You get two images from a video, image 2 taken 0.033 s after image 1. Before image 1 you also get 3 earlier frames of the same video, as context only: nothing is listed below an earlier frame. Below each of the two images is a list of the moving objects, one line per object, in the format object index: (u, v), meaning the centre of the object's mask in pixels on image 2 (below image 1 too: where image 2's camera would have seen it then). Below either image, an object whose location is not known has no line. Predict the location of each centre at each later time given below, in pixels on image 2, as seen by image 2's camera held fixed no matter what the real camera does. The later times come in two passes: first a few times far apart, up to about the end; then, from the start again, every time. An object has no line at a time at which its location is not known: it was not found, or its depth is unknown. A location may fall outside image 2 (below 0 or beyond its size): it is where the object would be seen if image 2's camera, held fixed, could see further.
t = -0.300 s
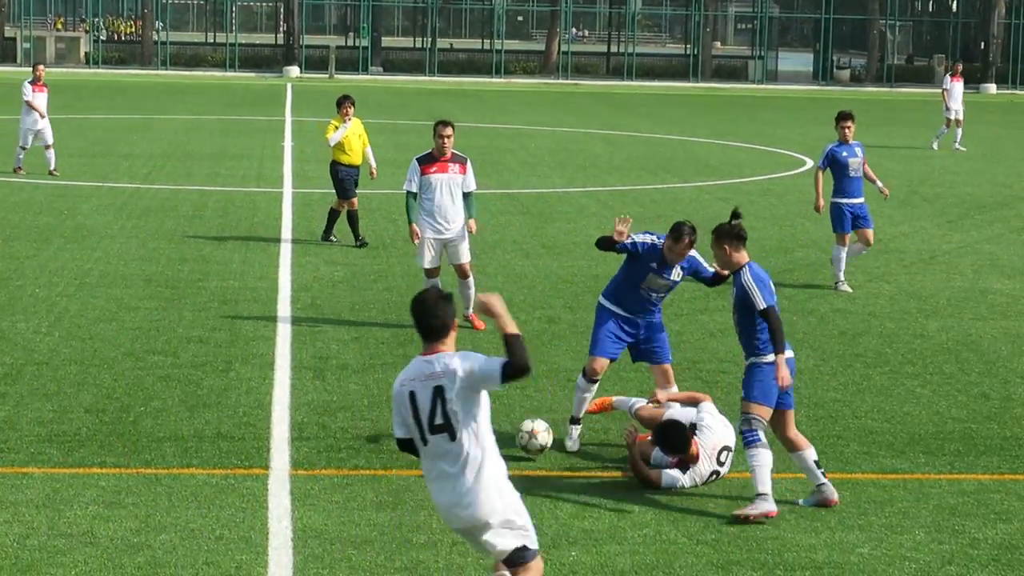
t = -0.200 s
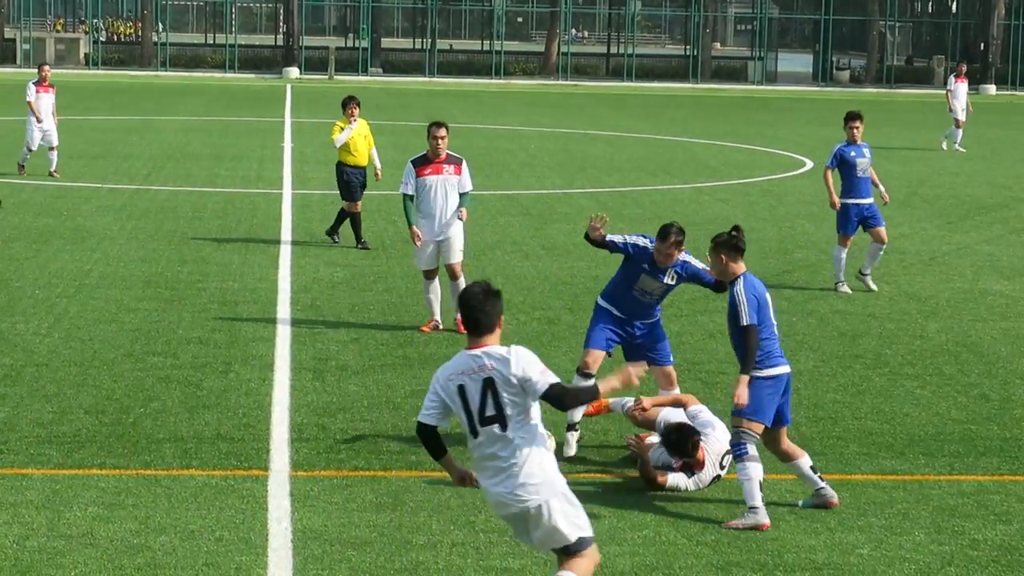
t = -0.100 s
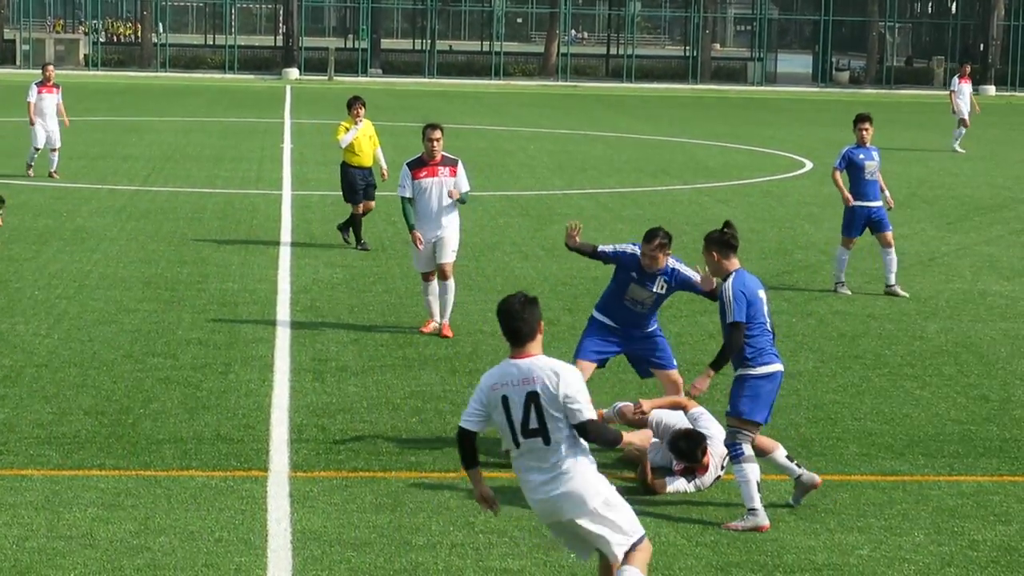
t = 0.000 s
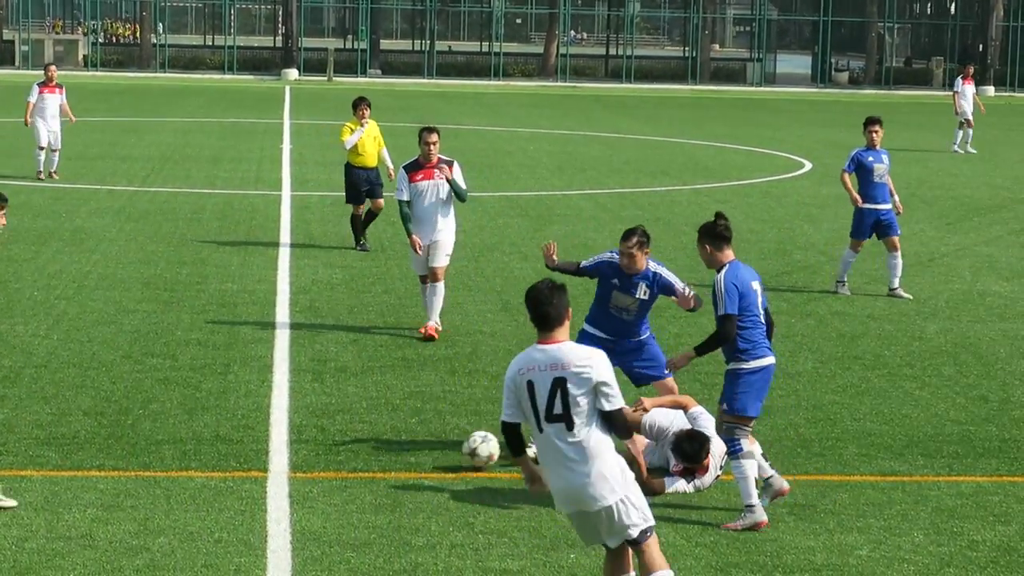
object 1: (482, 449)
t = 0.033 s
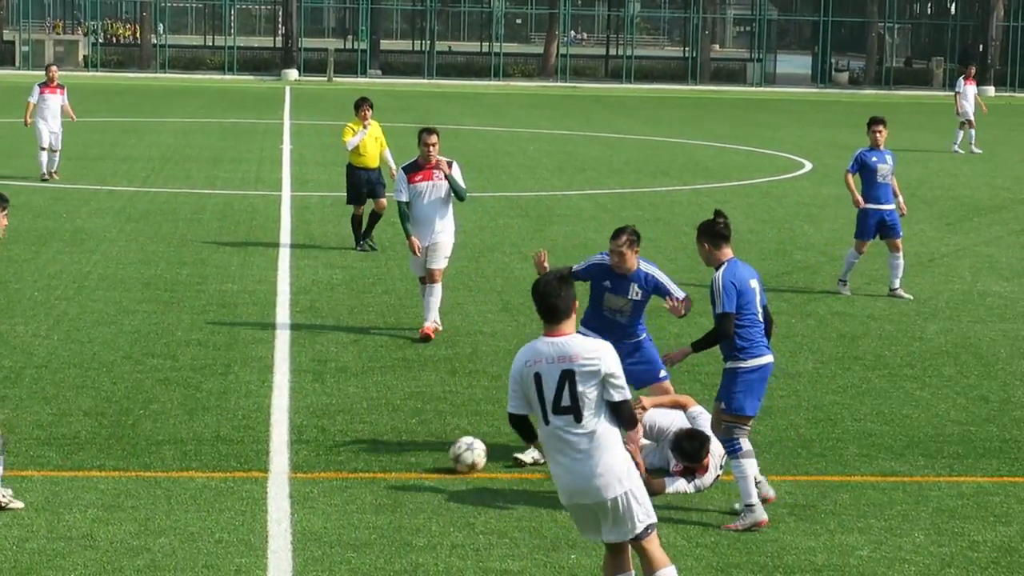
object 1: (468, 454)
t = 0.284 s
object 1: (406, 462)
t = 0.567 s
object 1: (350, 470)
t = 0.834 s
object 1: (303, 478)
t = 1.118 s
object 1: (261, 484)
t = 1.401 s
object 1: (226, 490)
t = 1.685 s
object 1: (196, 495)
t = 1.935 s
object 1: (177, 498)
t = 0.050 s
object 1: (462, 457)
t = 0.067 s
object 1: (457, 456)
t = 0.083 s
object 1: (453, 456)
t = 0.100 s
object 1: (448, 456)
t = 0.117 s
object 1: (444, 456)
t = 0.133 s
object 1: (439, 457)
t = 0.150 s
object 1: (435, 458)
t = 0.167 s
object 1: (430, 459)
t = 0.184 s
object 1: (427, 460)
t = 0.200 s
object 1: (423, 460)
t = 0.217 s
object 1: (420, 460)
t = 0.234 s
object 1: (416, 460)
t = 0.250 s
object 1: (412, 460)
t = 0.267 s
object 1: (409, 461)
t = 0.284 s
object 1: (406, 462)
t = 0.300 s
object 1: (403, 462)
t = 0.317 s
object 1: (400, 463)
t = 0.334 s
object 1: (396, 464)
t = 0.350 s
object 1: (392, 465)
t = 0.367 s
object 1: (389, 465)
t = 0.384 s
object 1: (386, 466)
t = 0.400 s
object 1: (382, 466)
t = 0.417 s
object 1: (379, 466)
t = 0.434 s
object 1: (375, 466)
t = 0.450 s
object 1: (373, 467)
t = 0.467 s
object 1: (370, 468)
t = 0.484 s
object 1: (366, 468)
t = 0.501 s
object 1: (363, 469)
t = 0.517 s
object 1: (360, 469)
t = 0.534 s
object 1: (357, 470)
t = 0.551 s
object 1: (353, 470)
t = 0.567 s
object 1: (350, 470)
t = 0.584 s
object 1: (347, 471)
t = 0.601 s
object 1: (344, 471)
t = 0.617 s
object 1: (341, 472)
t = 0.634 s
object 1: (338, 473)
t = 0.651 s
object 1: (335, 472)
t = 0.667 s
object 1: (332, 473)
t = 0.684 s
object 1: (329, 473)
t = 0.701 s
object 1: (326, 474)
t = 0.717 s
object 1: (324, 474)
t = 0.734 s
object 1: (321, 475)
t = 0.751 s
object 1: (318, 475)
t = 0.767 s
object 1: (315, 476)
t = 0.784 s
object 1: (312, 476)
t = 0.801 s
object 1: (309, 477)
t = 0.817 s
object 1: (306, 477)
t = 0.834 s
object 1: (303, 478)
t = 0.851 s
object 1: (301, 478)
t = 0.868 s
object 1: (298, 479)
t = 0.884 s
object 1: (296, 479)
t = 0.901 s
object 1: (293, 479)
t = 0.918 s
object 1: (290, 479)
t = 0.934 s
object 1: (288, 480)
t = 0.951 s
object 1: (285, 480)
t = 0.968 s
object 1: (283, 481)
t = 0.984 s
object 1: (280, 482)
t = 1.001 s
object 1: (278, 482)
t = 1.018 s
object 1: (275, 483)
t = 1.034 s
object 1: (273, 483)
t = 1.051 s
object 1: (270, 483)
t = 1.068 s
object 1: (267, 483)
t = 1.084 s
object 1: (265, 484)
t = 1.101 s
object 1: (263, 484)
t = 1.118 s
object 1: (261, 484)
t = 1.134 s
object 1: (259, 484)
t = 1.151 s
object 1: (256, 485)
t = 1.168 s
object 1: (254, 485)
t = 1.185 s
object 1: (252, 486)
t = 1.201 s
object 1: (250, 486)
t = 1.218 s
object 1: (248, 487)
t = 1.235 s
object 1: (246, 487)
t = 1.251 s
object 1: (244, 487)
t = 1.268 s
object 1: (242, 488)
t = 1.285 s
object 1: (239, 488)
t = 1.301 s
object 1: (237, 488)
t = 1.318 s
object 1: (235, 489)
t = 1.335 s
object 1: (233, 489)
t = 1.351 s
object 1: (232, 489)
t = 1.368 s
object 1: (230, 489)
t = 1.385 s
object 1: (228, 490)
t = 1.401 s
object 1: (226, 490)
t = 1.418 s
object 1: (225, 490)
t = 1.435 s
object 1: (222, 491)
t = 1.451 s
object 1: (220, 491)
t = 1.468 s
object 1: (219, 492)
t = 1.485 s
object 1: (216, 492)
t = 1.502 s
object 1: (215, 492)
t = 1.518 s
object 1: (213, 493)
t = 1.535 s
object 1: (211, 493)
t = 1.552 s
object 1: (209, 493)
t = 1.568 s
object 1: (208, 493)
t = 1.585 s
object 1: (206, 494)
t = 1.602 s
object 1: (204, 494)
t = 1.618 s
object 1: (203, 494)
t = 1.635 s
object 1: (201, 494)
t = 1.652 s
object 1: (200, 494)
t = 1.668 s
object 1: (198, 494)
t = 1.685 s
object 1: (196, 495)
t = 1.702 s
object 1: (195, 495)
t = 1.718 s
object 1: (194, 495)
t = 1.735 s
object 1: (192, 496)
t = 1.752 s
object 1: (191, 496)
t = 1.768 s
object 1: (190, 496)
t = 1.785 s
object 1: (188, 496)
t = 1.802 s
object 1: (186, 497)
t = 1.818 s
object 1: (186, 497)
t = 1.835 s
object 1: (184, 497)
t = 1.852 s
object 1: (183, 497)
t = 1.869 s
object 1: (182, 497)
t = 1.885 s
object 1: (181, 498)
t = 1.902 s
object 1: (179, 498)
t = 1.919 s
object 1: (178, 498)
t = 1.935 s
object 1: (177, 498)
